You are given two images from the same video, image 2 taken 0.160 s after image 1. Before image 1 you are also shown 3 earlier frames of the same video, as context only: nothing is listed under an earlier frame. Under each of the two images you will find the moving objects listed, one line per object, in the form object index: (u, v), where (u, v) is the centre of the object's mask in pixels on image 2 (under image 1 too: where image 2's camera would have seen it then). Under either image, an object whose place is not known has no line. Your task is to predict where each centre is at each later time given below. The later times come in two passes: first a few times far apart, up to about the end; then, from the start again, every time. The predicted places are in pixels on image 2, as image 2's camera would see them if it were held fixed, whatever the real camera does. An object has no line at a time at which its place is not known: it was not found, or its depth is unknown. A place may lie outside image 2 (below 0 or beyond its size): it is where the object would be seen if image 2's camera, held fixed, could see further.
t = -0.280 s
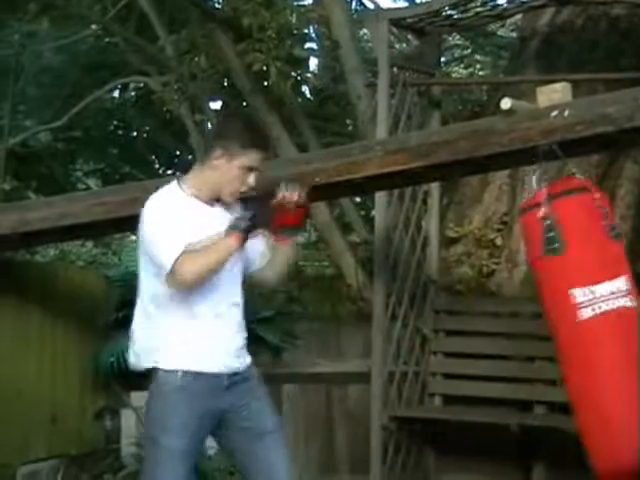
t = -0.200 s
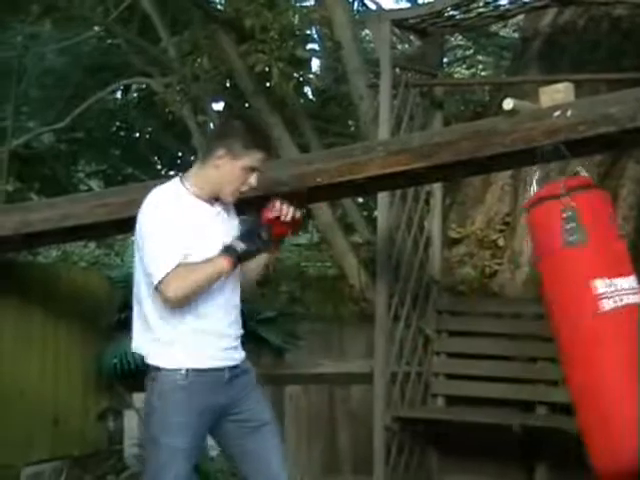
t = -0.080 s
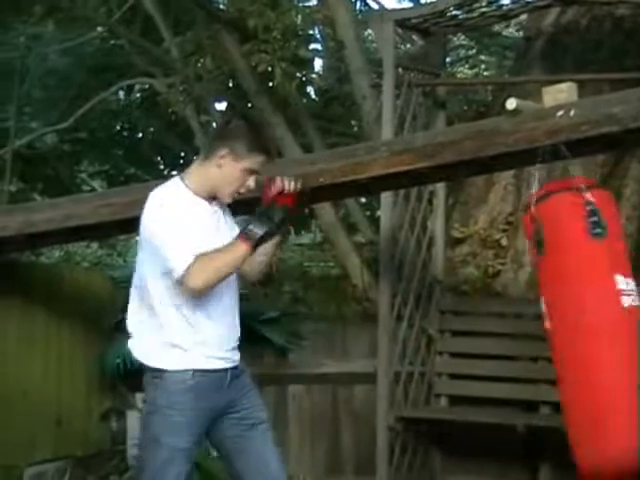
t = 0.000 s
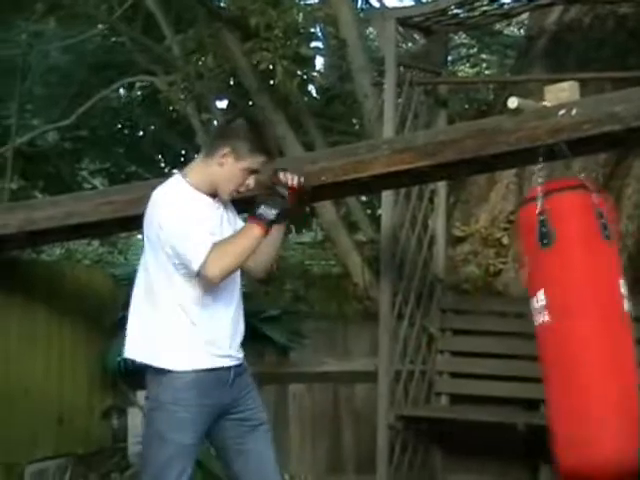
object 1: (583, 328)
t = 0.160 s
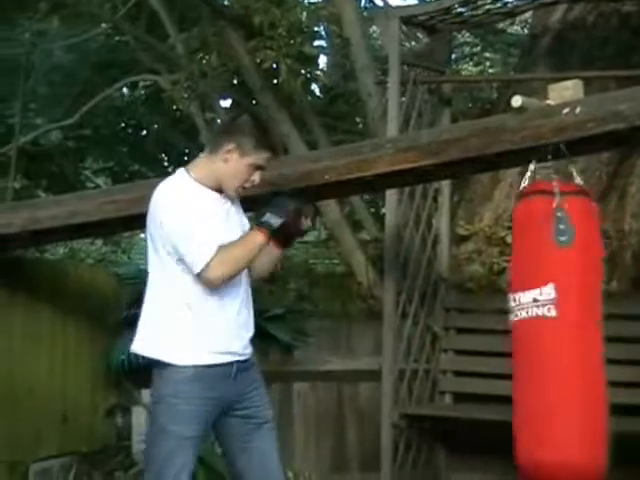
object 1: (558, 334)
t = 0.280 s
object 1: (531, 333)
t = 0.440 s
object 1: (502, 333)
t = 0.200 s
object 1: (549, 334)
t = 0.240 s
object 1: (539, 333)
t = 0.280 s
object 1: (531, 333)
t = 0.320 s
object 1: (523, 332)
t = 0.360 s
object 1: (515, 333)
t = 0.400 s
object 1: (508, 333)
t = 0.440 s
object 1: (502, 333)
